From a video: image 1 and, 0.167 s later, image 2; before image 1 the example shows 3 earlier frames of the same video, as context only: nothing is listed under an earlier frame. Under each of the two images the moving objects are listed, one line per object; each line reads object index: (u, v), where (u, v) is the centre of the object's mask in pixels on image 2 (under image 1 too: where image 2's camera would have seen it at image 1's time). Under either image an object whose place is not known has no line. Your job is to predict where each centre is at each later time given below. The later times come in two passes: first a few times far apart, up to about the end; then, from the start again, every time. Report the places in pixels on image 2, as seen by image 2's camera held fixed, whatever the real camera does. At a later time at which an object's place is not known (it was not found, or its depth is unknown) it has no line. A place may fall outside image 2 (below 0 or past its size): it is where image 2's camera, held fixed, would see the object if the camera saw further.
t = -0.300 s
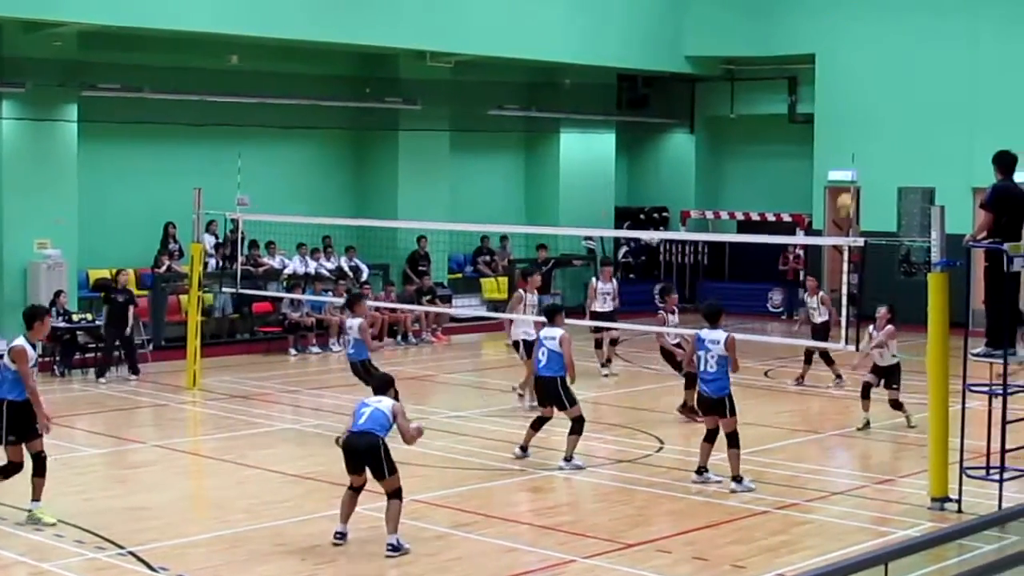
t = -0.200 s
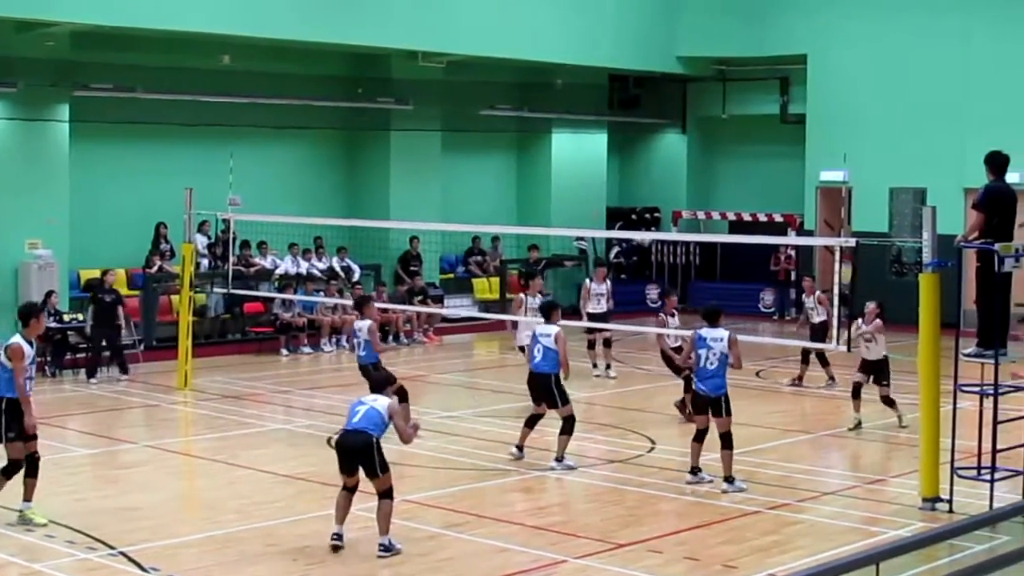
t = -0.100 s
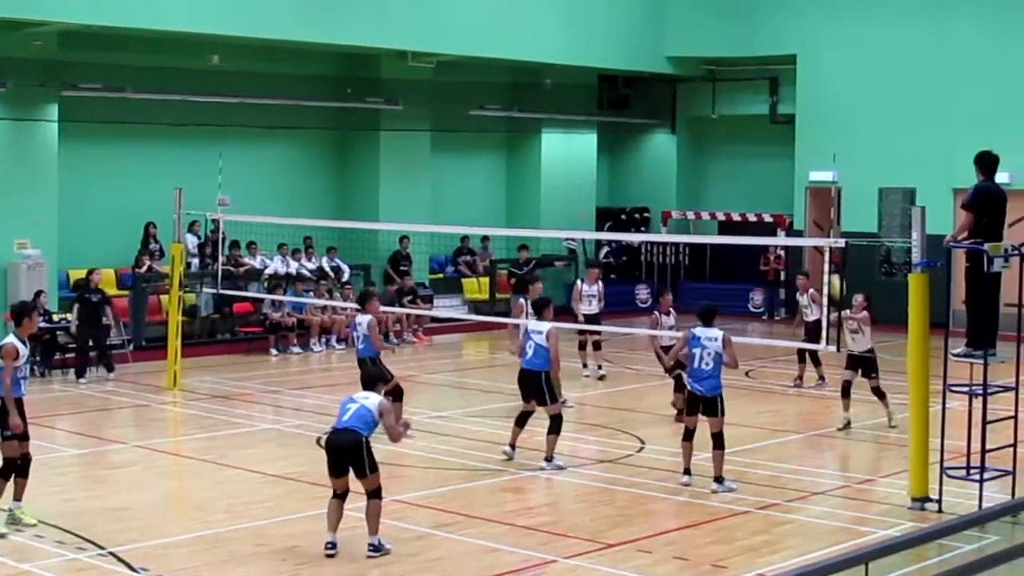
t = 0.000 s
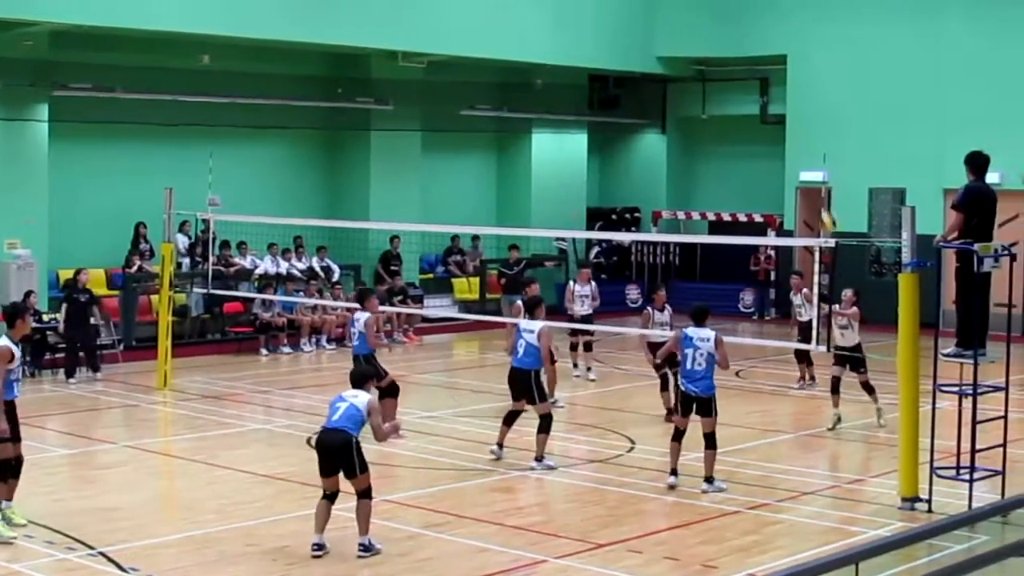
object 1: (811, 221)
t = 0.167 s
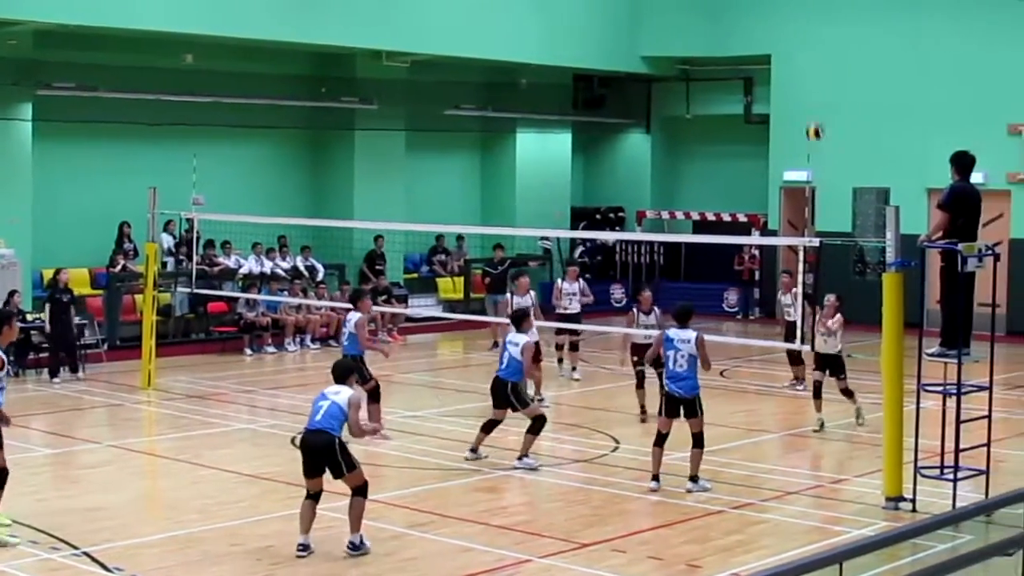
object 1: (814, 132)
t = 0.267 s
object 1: (815, 88)
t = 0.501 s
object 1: (818, 20)
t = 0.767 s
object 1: (820, 6)
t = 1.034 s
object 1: (820, 56)
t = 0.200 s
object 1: (814, 116)
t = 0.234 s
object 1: (815, 101)
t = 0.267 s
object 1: (815, 88)
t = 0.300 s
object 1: (815, 76)
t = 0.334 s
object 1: (816, 65)
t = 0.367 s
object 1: (816, 54)
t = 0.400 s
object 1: (817, 44)
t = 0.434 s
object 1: (817, 35)
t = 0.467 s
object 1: (818, 27)
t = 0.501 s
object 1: (818, 20)
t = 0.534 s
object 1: (818, 15)
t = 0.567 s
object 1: (819, 10)
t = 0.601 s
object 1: (819, 8)
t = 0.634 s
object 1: (820, 7)
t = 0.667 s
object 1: (820, 6)
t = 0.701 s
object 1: (820, 6)
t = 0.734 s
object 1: (820, 6)
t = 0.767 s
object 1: (820, 6)
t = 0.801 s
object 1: (820, 7)
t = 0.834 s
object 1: (820, 10)
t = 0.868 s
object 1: (820, 15)
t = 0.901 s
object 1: (820, 21)
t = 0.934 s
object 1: (820, 28)
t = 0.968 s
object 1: (820, 36)
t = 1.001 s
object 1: (820, 46)
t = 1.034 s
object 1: (820, 56)
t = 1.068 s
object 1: (820, 67)
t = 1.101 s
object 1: (820, 80)
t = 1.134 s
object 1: (820, 93)
